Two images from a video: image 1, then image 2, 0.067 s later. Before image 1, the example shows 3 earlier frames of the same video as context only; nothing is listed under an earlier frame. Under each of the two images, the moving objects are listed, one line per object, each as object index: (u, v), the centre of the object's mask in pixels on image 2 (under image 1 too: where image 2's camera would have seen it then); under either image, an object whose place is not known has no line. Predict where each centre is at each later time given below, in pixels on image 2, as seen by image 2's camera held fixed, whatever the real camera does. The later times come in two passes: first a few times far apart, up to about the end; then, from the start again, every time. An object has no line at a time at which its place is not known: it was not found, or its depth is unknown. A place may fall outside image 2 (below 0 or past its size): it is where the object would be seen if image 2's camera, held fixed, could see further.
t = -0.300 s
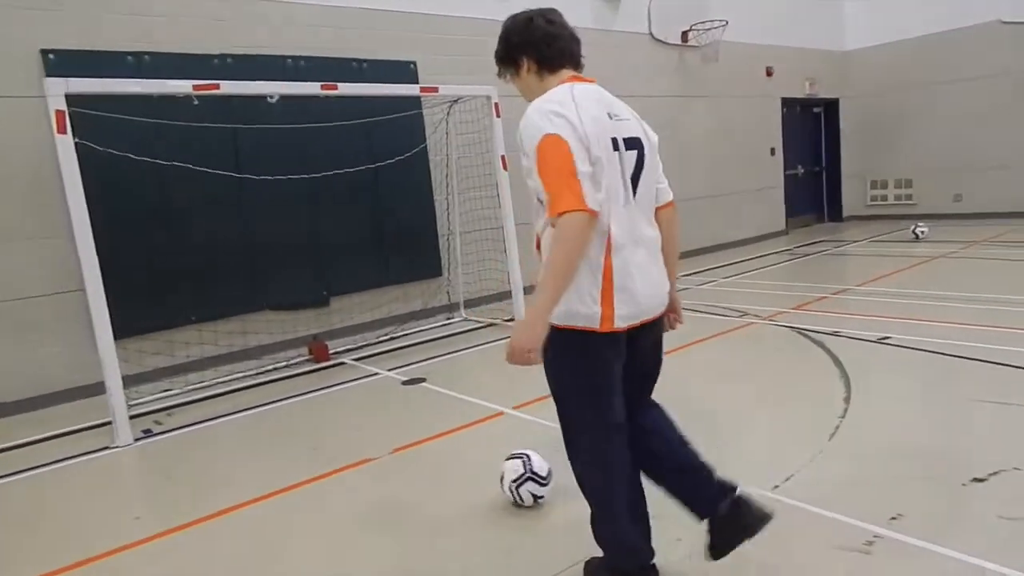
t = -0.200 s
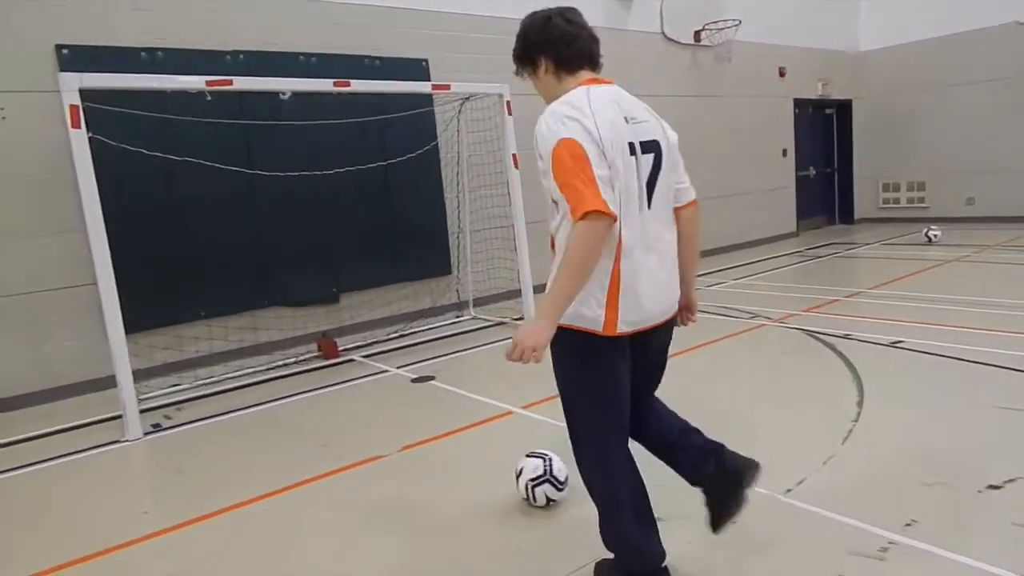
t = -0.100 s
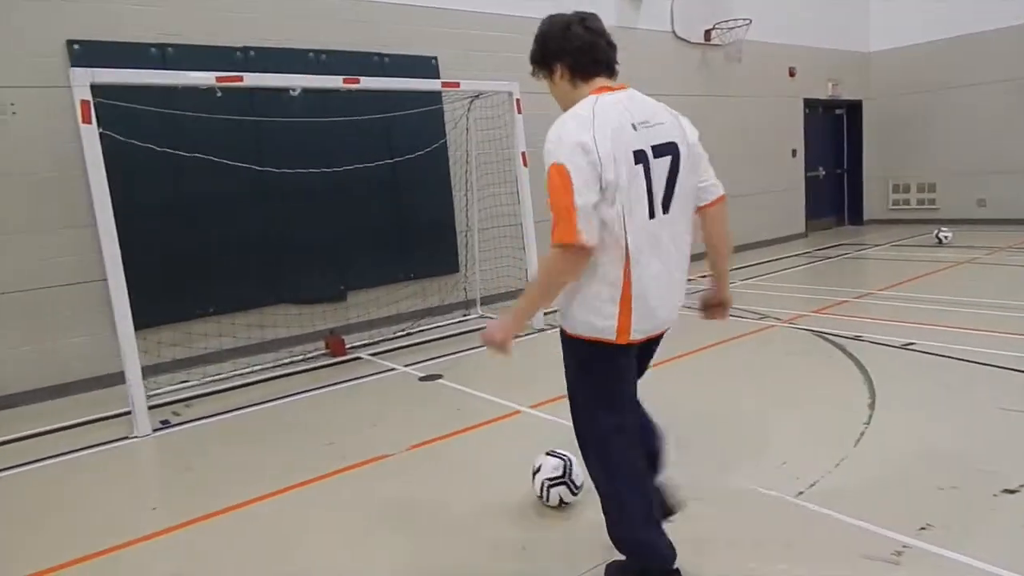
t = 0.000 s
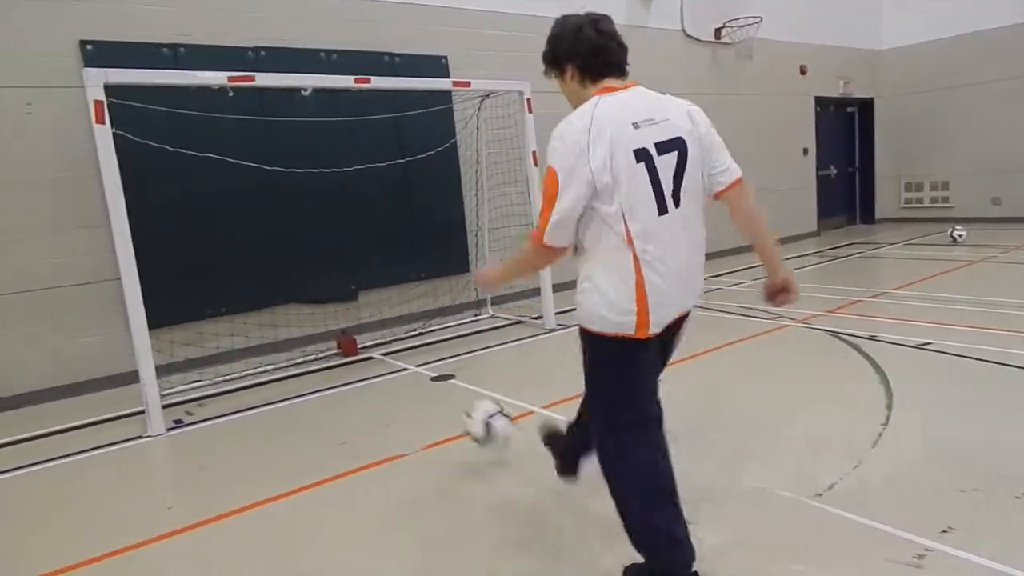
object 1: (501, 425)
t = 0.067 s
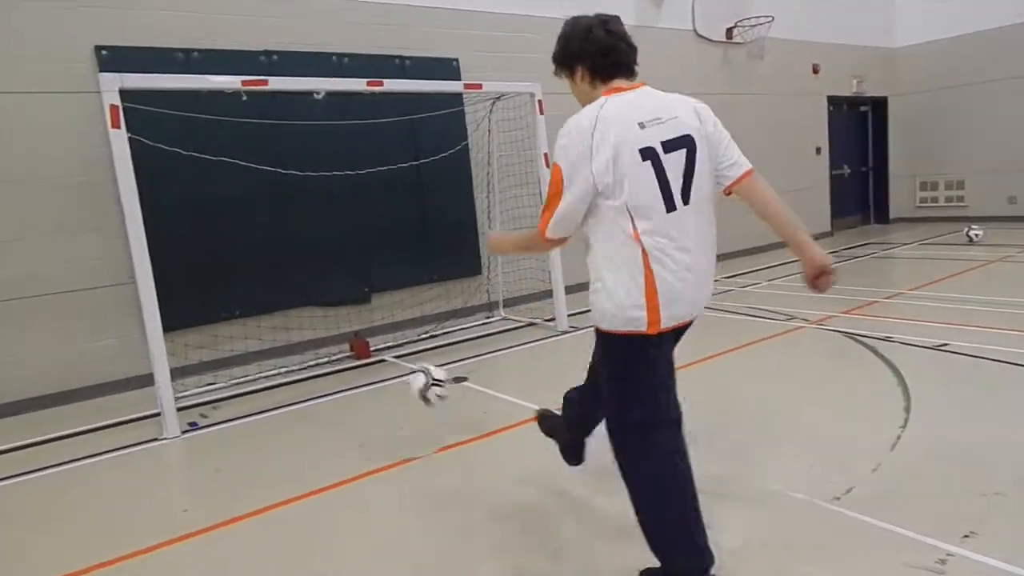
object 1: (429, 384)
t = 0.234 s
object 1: (307, 338)
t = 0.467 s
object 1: (265, 351)
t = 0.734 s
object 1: (275, 353)
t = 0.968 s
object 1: (289, 367)
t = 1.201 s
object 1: (303, 384)
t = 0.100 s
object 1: (400, 369)
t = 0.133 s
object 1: (372, 357)
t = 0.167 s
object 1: (349, 348)
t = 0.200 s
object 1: (327, 342)
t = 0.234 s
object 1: (307, 338)
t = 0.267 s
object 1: (291, 336)
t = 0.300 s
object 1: (276, 335)
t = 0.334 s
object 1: (262, 334)
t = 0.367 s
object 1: (257, 334)
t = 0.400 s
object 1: (258, 337)
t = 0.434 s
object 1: (261, 344)
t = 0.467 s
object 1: (265, 351)
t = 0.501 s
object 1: (266, 356)
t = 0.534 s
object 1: (268, 357)
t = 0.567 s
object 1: (268, 354)
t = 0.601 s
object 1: (269, 351)
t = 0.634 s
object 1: (271, 350)
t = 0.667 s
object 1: (272, 349)
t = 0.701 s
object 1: (273, 350)
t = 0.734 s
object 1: (275, 353)
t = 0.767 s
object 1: (277, 356)
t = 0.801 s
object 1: (278, 363)
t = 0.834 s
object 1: (282, 372)
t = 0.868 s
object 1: (283, 373)
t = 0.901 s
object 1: (285, 370)
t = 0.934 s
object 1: (287, 368)
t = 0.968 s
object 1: (289, 367)
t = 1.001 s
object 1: (290, 369)
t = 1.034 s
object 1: (292, 370)
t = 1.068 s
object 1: (295, 374)
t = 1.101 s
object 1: (297, 380)
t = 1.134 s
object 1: (301, 387)
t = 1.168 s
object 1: (302, 386)
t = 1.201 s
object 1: (303, 384)
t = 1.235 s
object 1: (305, 383)
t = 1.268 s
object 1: (307, 385)
